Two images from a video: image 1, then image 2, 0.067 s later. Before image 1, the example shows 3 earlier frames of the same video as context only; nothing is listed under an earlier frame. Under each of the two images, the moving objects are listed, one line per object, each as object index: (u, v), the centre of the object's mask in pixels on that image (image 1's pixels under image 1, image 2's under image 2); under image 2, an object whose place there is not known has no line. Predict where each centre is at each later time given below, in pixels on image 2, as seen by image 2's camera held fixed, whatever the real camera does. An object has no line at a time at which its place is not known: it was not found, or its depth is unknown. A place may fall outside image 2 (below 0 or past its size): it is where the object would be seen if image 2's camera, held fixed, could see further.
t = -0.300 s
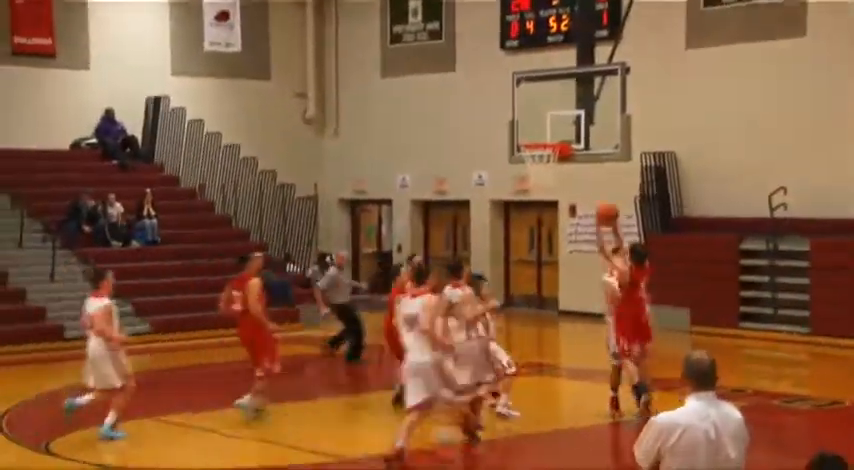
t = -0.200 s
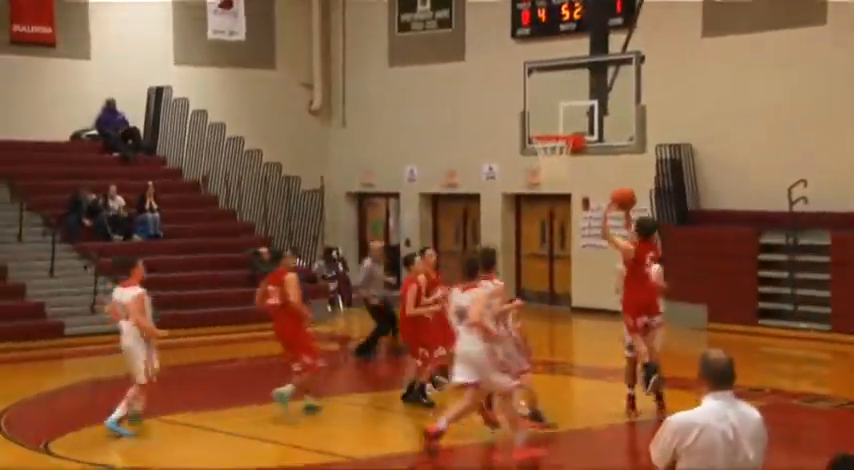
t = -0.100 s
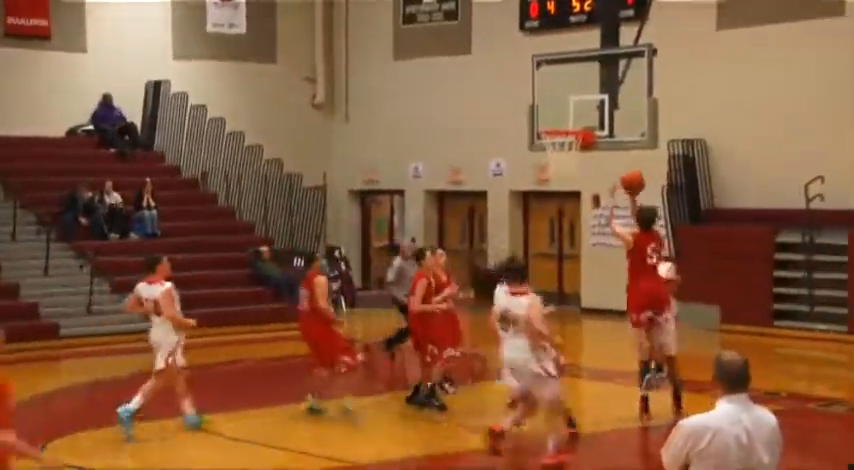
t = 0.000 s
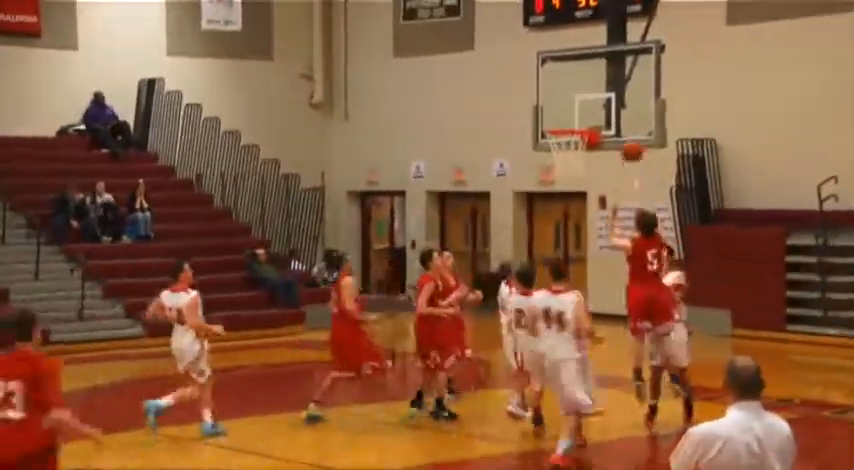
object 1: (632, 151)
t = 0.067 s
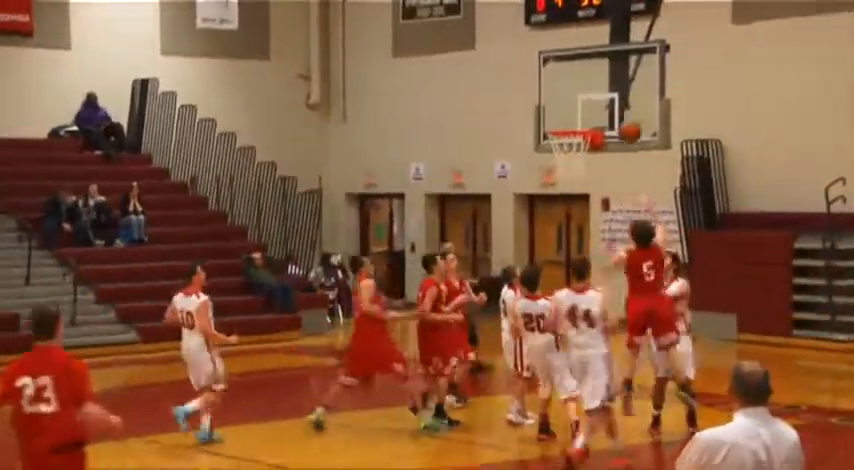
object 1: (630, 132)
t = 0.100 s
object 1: (626, 123)
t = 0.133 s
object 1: (622, 117)
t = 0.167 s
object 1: (620, 112)
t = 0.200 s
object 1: (615, 107)
